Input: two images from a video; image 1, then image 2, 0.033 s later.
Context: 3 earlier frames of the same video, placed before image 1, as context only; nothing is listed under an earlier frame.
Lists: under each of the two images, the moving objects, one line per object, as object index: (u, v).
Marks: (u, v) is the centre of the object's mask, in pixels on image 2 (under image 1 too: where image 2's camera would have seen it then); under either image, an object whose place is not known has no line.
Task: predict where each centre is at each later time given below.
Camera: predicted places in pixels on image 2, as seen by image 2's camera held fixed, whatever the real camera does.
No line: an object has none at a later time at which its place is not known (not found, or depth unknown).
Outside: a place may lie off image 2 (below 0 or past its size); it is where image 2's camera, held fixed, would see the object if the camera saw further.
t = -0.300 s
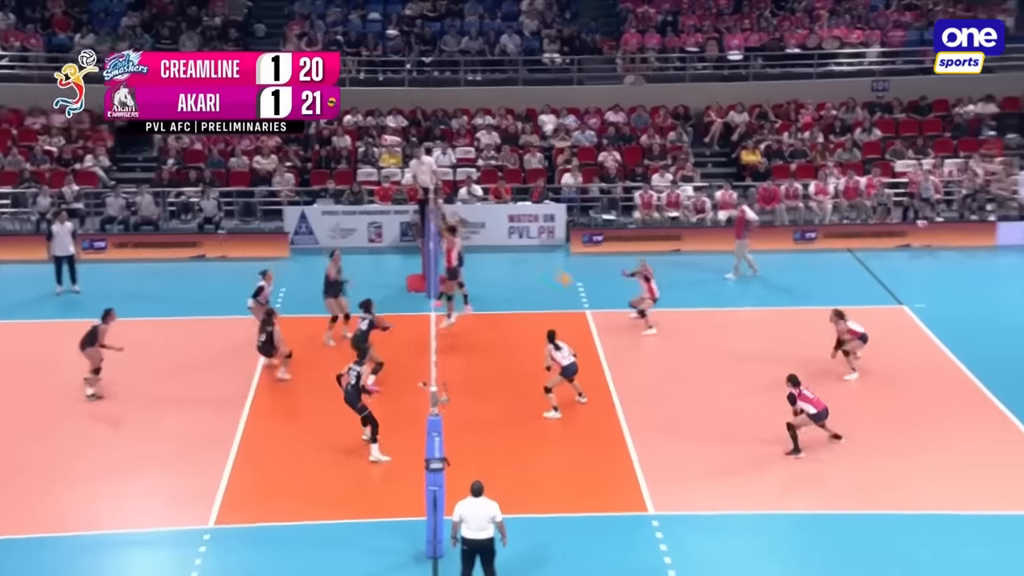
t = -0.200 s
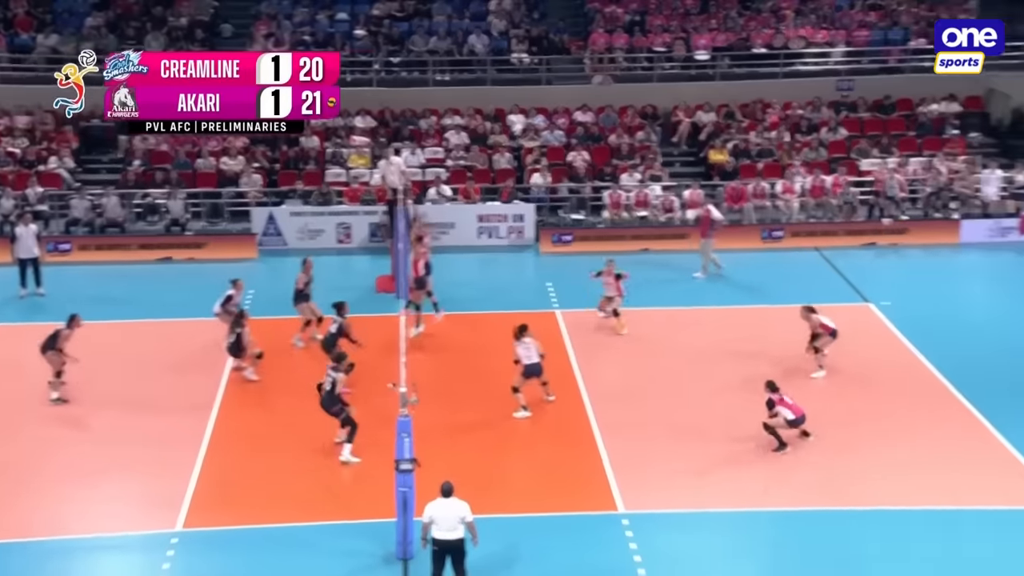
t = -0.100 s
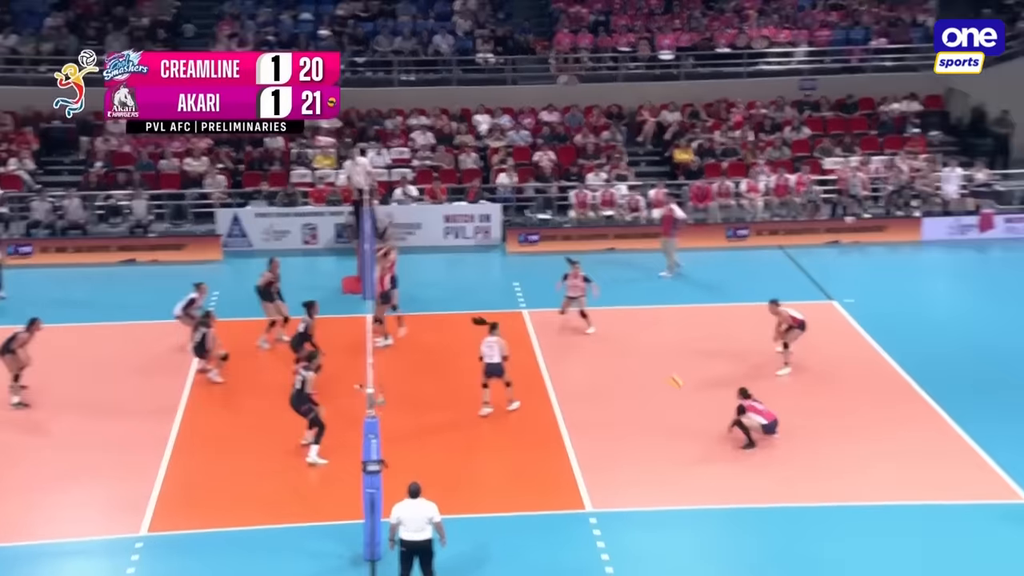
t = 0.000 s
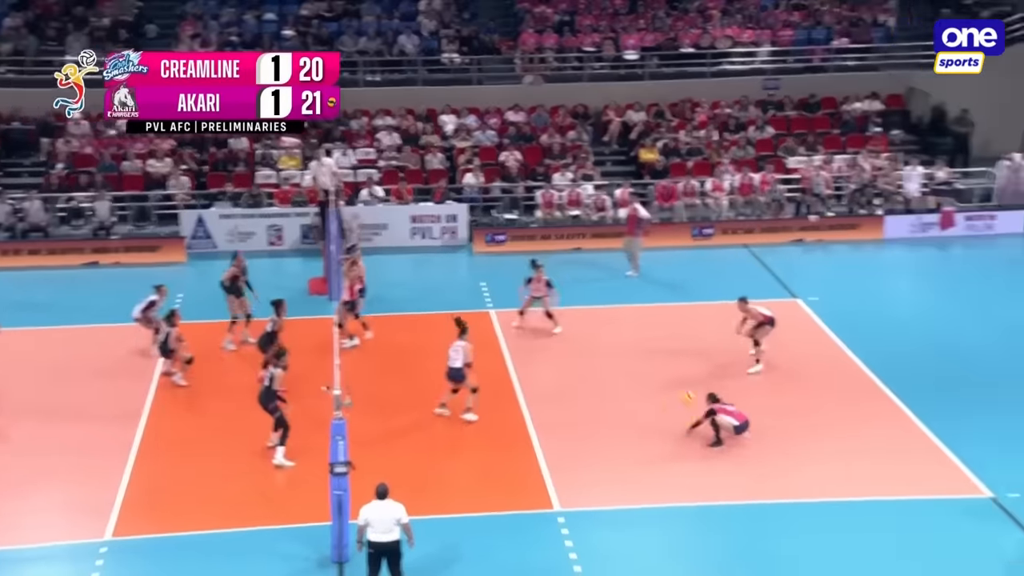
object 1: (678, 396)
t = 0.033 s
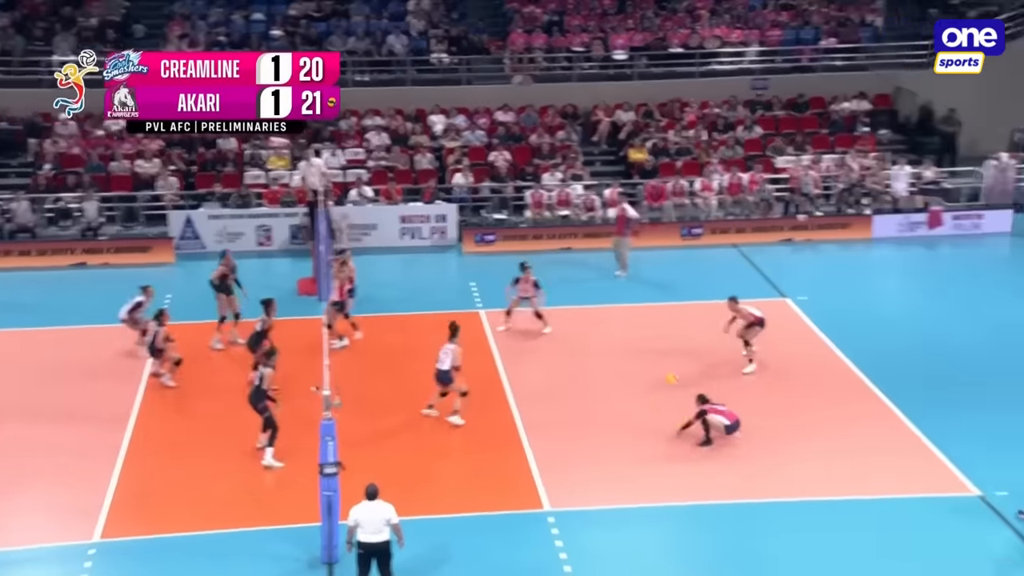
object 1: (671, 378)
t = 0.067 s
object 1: (668, 364)
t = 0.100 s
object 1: (663, 348)
